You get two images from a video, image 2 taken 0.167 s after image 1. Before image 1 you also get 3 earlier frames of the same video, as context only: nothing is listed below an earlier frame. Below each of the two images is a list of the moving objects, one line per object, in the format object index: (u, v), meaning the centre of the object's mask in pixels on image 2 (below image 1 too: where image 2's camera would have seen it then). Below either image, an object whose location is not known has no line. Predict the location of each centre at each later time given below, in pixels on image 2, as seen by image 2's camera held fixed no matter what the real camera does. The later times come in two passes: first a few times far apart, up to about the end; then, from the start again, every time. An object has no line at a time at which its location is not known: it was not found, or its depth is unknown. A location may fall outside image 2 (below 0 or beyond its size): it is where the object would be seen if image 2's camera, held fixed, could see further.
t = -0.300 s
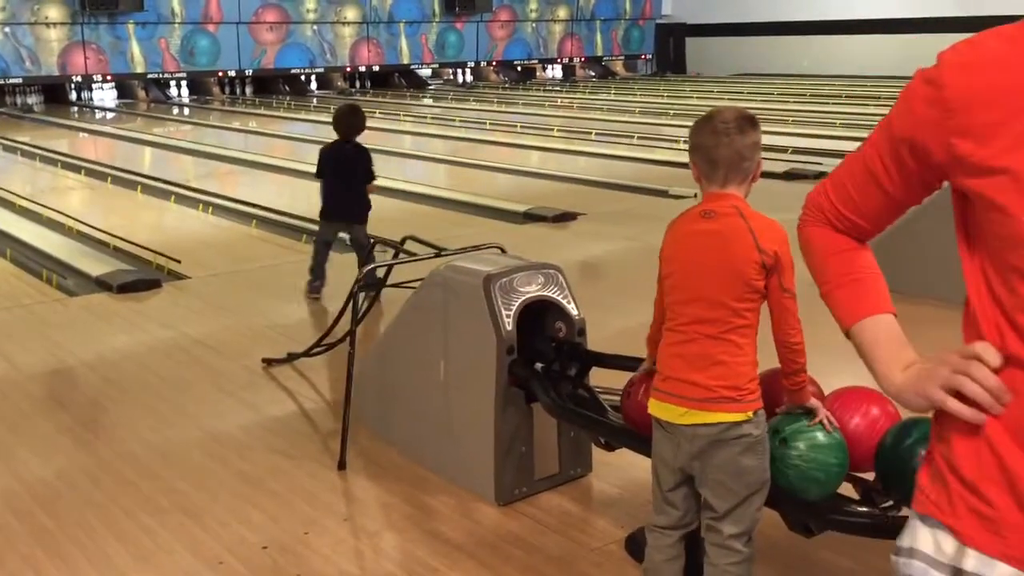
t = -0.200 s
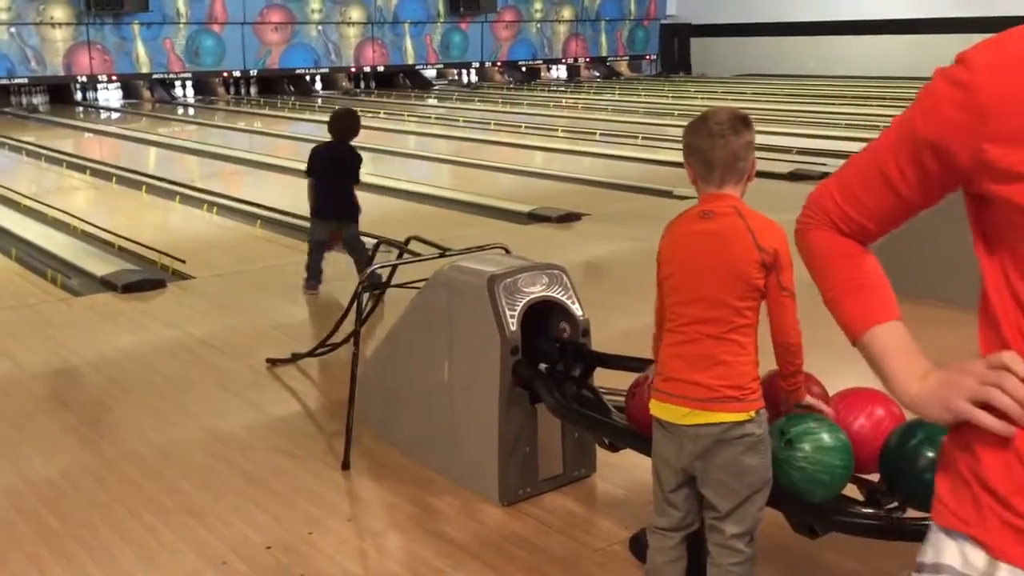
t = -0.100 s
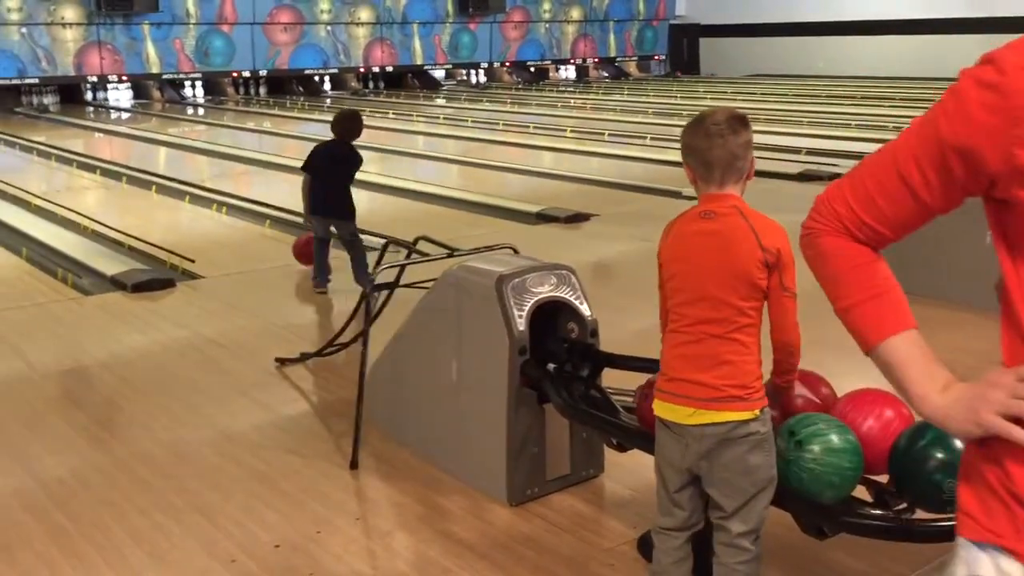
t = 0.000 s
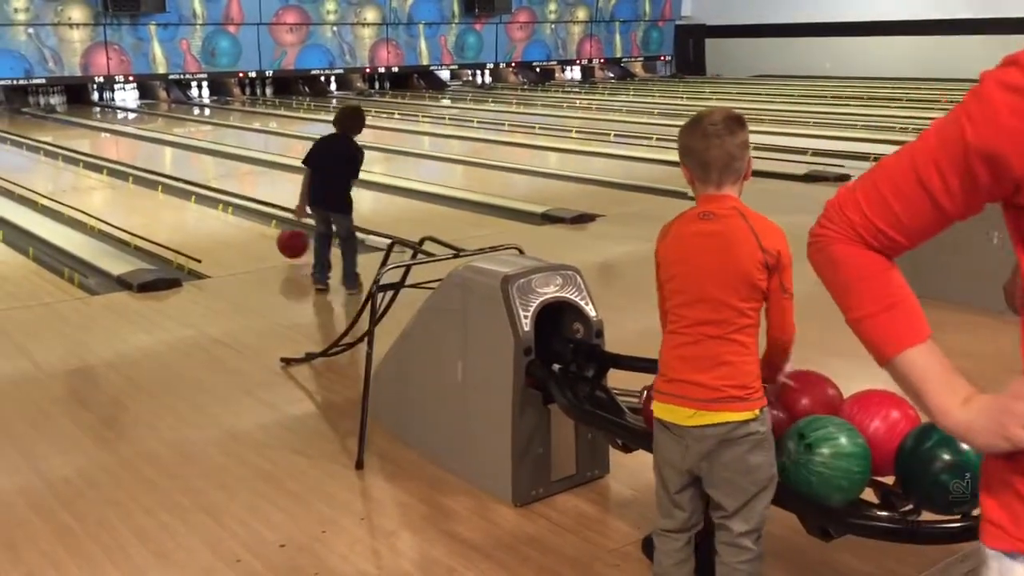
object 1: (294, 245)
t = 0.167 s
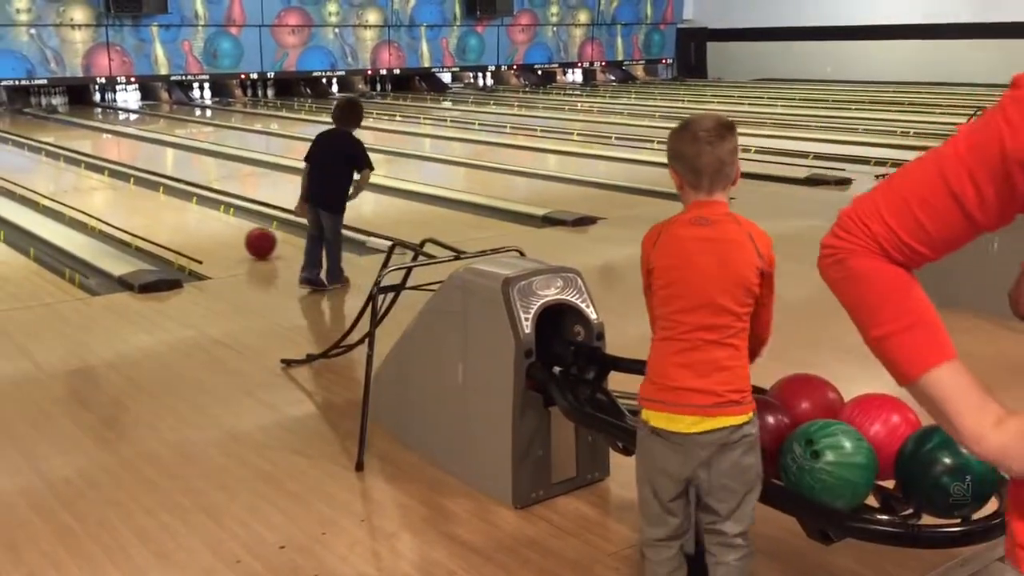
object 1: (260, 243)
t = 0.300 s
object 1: (236, 237)
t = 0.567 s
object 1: (192, 226)
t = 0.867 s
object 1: (149, 216)
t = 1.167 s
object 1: (112, 206)
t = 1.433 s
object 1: (82, 199)
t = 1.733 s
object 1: (54, 191)
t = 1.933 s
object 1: (42, 186)
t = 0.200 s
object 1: (254, 241)
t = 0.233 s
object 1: (248, 240)
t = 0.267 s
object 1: (242, 238)
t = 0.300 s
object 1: (236, 237)
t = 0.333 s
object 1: (230, 235)
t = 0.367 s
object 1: (224, 234)
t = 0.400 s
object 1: (219, 233)
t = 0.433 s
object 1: (213, 231)
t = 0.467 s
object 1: (208, 230)
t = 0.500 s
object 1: (203, 229)
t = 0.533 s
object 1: (198, 227)
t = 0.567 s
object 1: (192, 226)
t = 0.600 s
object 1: (187, 225)
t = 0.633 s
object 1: (182, 224)
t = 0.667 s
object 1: (177, 223)
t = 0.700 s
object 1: (172, 221)
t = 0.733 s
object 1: (168, 220)
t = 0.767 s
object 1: (163, 219)
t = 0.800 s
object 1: (158, 217)
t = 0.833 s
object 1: (154, 217)
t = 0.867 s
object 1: (149, 216)
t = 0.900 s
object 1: (145, 214)
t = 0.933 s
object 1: (140, 213)
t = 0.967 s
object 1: (136, 212)
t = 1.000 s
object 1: (132, 211)
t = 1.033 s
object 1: (128, 210)
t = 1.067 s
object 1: (124, 209)
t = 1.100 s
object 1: (120, 208)
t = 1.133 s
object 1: (116, 207)
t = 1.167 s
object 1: (112, 206)
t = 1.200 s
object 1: (108, 205)
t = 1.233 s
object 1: (104, 204)
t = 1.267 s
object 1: (100, 203)
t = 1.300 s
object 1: (96, 202)
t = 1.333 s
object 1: (93, 201)
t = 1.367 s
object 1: (89, 200)
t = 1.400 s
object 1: (86, 199)
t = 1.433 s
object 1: (82, 199)
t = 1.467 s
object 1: (79, 198)
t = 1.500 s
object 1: (76, 196)
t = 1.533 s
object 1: (73, 195)
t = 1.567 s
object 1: (69, 195)
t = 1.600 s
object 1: (66, 194)
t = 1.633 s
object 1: (63, 193)
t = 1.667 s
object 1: (60, 192)
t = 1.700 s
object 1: (57, 191)
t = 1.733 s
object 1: (54, 191)
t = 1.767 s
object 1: (52, 190)
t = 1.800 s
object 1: (49, 189)
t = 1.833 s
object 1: (46, 189)
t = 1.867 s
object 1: (45, 188)
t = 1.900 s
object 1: (43, 187)
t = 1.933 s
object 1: (42, 186)
